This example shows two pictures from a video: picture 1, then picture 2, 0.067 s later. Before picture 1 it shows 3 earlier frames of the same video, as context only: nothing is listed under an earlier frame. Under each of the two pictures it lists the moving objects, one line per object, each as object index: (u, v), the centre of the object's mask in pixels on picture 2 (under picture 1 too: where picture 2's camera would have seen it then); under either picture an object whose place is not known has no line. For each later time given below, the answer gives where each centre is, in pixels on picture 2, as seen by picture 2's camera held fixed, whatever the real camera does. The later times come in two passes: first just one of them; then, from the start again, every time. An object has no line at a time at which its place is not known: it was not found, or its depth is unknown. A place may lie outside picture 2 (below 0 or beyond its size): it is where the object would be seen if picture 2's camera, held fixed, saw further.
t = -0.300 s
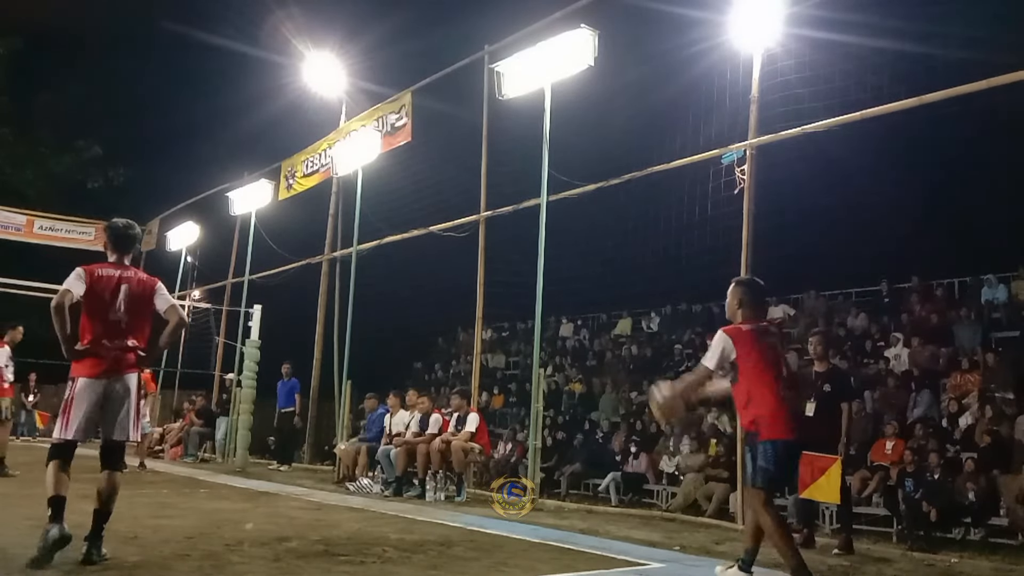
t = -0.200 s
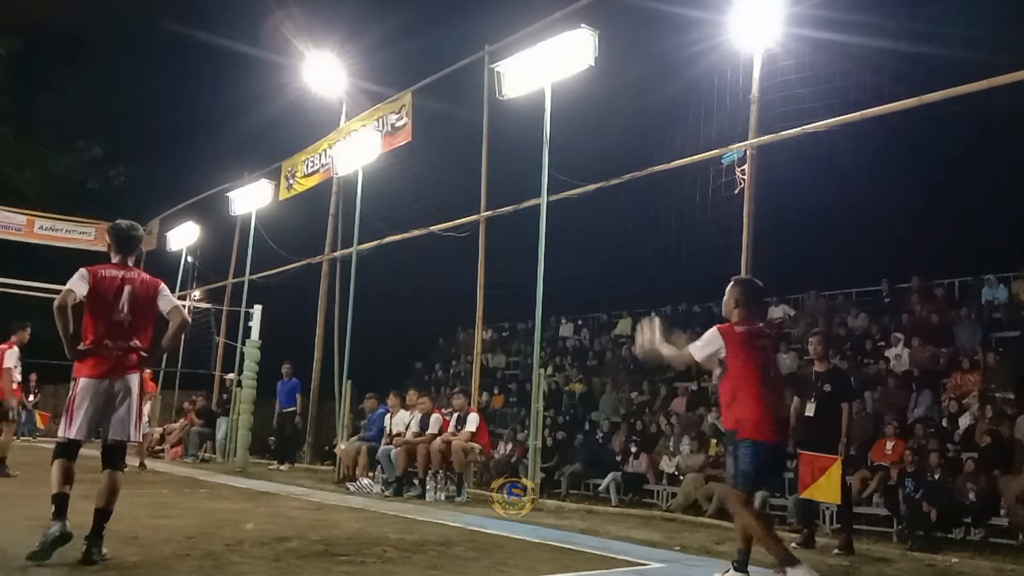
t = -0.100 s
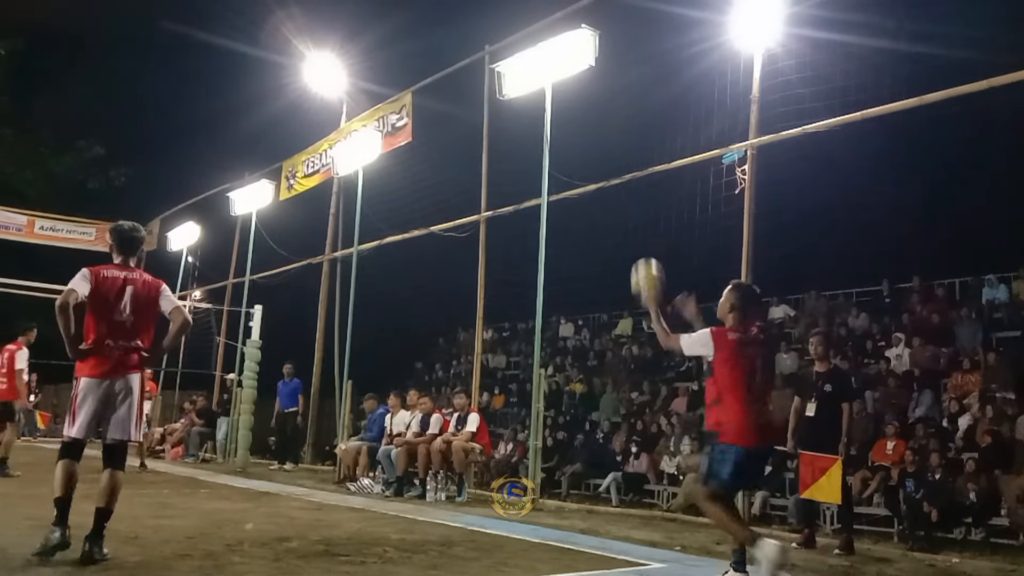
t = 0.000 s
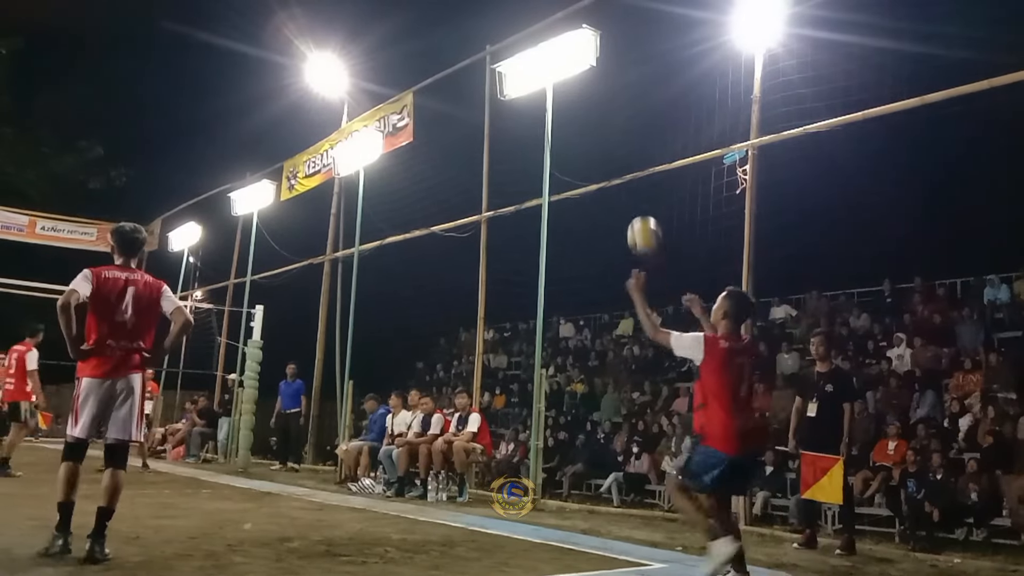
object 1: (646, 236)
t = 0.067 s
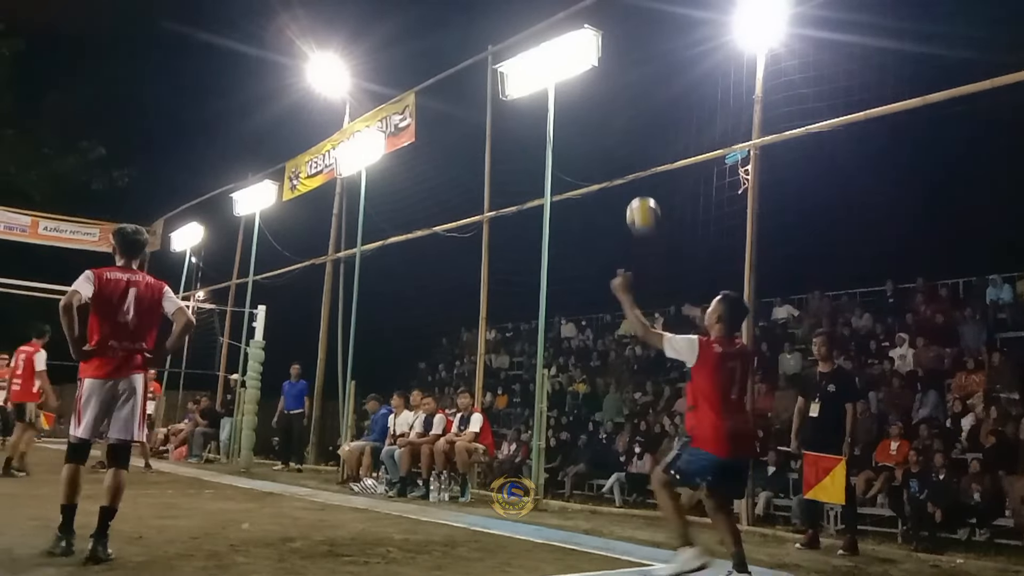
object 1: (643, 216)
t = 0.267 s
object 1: (632, 195)
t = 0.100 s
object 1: (641, 208)
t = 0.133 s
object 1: (639, 202)
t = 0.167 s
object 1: (637, 198)
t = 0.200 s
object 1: (635, 196)
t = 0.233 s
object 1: (634, 194)
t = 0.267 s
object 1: (632, 195)
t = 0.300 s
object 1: (630, 197)
